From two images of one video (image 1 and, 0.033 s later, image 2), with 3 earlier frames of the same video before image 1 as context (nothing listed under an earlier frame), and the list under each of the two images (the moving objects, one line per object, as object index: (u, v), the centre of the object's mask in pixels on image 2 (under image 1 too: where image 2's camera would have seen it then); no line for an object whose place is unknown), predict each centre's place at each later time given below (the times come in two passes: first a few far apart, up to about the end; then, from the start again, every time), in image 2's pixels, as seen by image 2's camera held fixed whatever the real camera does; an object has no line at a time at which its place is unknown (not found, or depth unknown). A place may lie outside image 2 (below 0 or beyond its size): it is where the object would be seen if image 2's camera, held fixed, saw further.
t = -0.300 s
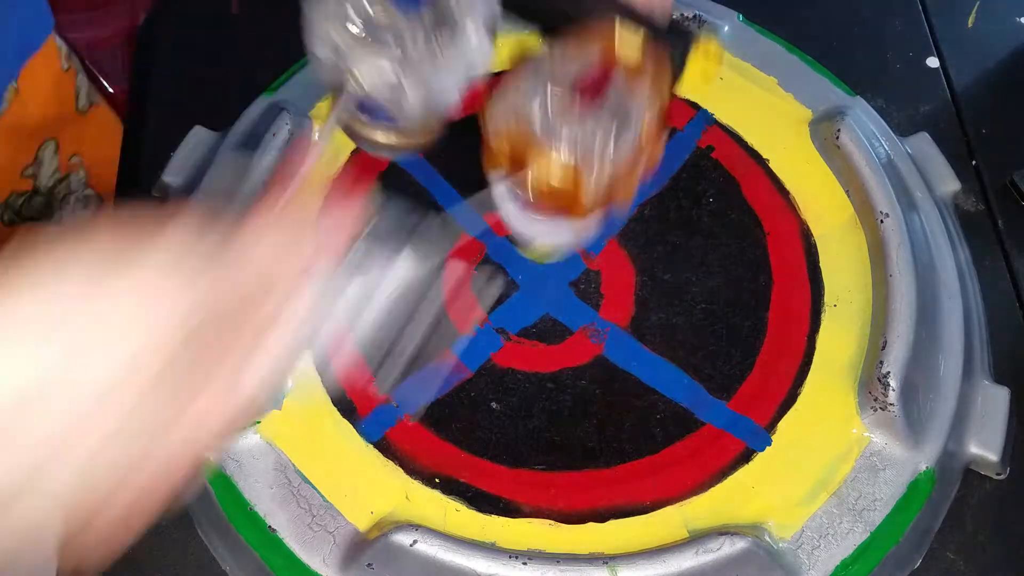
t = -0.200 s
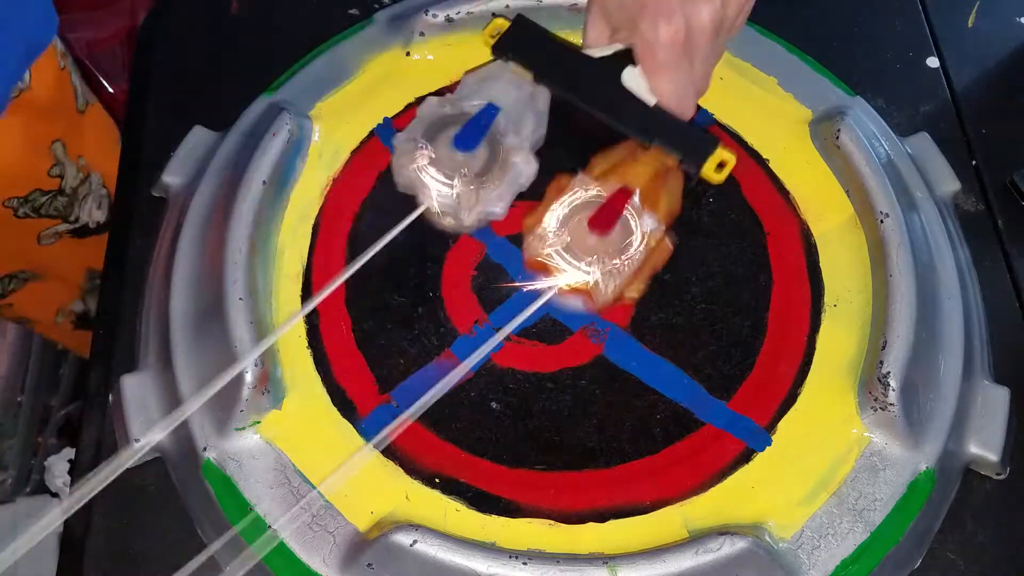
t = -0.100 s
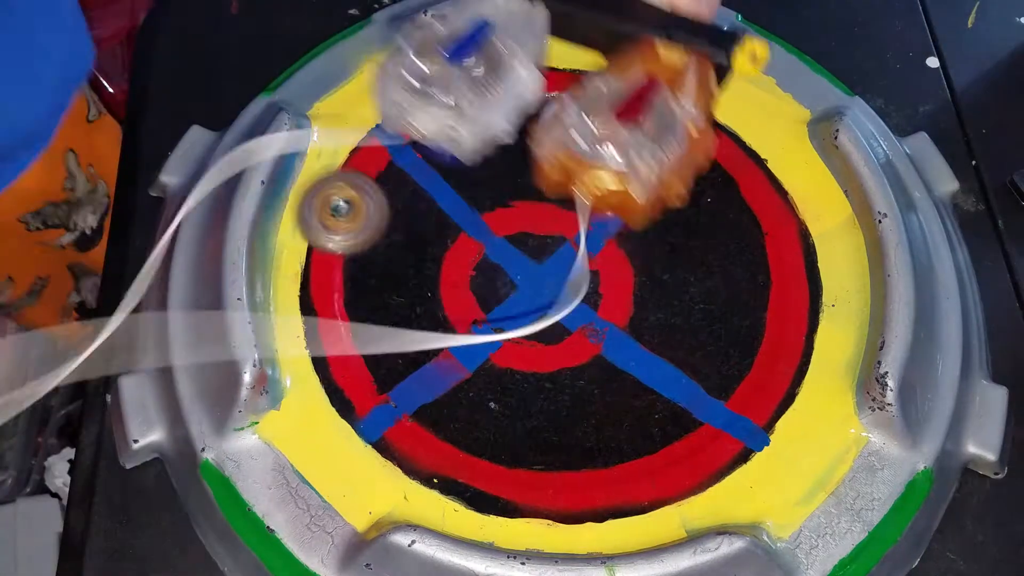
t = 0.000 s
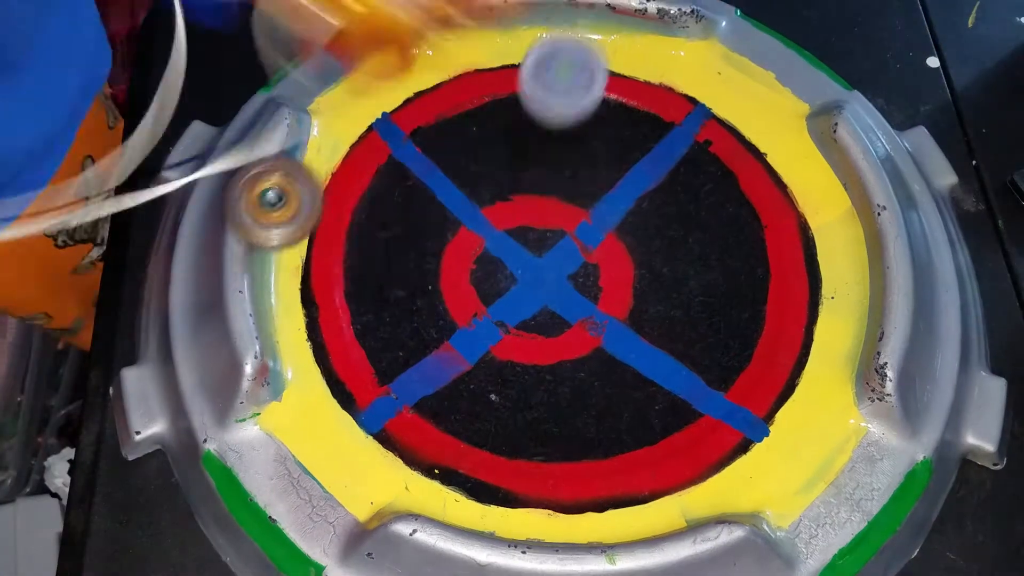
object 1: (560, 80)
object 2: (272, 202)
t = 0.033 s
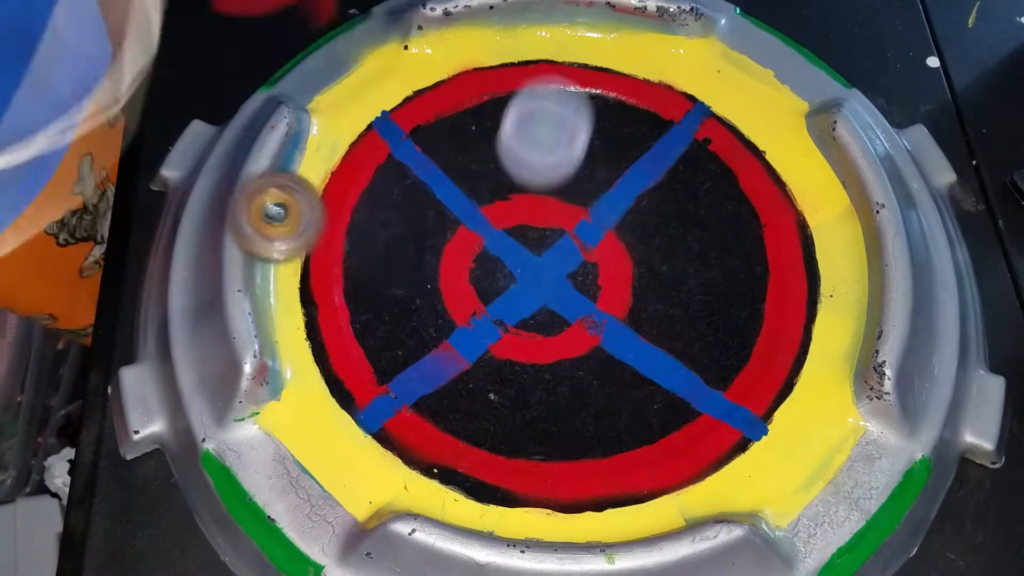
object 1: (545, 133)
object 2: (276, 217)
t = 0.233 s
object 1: (497, 431)
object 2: (388, 256)
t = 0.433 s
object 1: (613, 470)
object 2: (465, 268)
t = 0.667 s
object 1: (776, 394)
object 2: (513, 287)
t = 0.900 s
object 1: (746, 245)
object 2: (531, 307)
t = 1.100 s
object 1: (573, 204)
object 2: (544, 319)
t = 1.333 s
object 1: (428, 261)
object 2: (566, 340)
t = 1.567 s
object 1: (412, 360)
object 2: (589, 352)
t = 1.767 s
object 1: (513, 393)
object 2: (607, 350)
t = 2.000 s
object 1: (522, 348)
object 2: (661, 302)
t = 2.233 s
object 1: (500, 283)
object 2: (666, 278)
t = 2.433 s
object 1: (485, 259)
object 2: (666, 254)
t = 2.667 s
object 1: (450, 244)
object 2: (643, 232)
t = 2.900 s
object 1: (458, 253)
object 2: (611, 213)
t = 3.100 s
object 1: (503, 252)
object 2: (581, 210)
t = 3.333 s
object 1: (487, 285)
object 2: (604, 204)
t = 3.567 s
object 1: (545, 303)
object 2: (567, 220)
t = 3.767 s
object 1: (572, 308)
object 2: (553, 214)
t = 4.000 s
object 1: (570, 318)
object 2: (541, 215)
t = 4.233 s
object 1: (569, 332)
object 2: (524, 230)
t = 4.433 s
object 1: (561, 323)
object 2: (521, 248)
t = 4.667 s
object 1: (569, 322)
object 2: (517, 250)
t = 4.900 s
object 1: (588, 331)
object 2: (528, 239)
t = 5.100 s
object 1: (648, 392)
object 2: (499, 192)
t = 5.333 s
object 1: (739, 430)
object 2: (486, 133)
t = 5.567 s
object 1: (743, 415)
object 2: (515, 149)
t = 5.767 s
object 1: (698, 362)
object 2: (536, 180)
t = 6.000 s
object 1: (623, 293)
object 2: (552, 216)
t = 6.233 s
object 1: (606, 288)
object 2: (529, 214)
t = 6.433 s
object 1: (611, 301)
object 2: (517, 203)
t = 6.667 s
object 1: (613, 291)
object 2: (530, 215)
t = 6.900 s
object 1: (607, 299)
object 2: (524, 216)
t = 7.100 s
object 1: (587, 303)
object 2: (531, 222)
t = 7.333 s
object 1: (576, 311)
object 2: (549, 228)
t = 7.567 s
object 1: (578, 338)
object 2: (559, 221)
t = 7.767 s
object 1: (573, 348)
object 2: (570, 231)
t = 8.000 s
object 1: (563, 333)
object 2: (577, 247)
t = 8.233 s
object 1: (552, 360)
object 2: (575, 233)
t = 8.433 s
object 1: (538, 345)
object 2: (576, 236)
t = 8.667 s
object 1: (515, 314)
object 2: (576, 245)
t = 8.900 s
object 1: (494, 305)
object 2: (571, 258)
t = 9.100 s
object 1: (464, 307)
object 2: (578, 258)
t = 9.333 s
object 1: (473, 297)
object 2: (578, 265)
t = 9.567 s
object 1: (478, 283)
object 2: (578, 267)
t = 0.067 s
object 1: (525, 203)
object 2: (301, 234)
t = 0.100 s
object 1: (509, 267)
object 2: (323, 243)
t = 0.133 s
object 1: (499, 311)
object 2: (337, 242)
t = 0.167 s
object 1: (489, 364)
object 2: (353, 252)
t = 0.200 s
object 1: (490, 400)
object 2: (372, 257)
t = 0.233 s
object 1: (497, 431)
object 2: (388, 256)
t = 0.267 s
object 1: (511, 451)
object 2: (405, 260)
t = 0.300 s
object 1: (528, 460)
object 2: (420, 258)
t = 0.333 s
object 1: (548, 469)
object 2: (434, 261)
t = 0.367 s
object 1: (570, 473)
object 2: (446, 262)
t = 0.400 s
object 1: (591, 473)
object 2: (456, 265)
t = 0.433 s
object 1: (613, 470)
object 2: (465, 268)
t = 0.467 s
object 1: (638, 466)
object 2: (472, 270)
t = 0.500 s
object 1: (663, 459)
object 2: (480, 274)
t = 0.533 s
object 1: (689, 449)
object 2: (487, 276)
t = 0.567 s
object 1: (713, 437)
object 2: (494, 279)
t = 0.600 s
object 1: (737, 425)
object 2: (502, 282)
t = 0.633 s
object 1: (758, 410)
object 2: (508, 285)
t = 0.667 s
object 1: (776, 394)
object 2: (513, 287)
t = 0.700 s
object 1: (790, 373)
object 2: (517, 290)
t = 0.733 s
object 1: (797, 351)
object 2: (520, 292)
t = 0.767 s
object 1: (798, 329)
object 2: (522, 295)
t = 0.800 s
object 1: (795, 307)
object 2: (524, 298)
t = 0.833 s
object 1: (785, 286)
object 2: (527, 301)
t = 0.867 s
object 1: (768, 265)
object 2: (529, 304)
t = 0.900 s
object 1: (746, 245)
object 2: (531, 307)
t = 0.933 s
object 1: (721, 228)
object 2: (533, 310)
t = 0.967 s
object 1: (693, 214)
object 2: (535, 313)
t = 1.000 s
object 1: (664, 206)
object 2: (537, 315)
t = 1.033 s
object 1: (633, 200)
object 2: (540, 316)
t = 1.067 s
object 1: (603, 200)
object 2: (542, 317)
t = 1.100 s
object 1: (573, 204)
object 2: (544, 319)
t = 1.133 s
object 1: (544, 211)
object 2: (545, 319)
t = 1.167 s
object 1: (518, 222)
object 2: (545, 319)
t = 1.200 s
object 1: (497, 235)
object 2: (544, 318)
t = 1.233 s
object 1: (481, 249)
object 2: (542, 317)
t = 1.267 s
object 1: (466, 258)
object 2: (550, 324)
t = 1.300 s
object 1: (444, 257)
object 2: (560, 333)
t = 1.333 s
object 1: (428, 261)
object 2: (566, 340)
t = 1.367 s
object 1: (415, 269)
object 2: (570, 343)
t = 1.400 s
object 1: (406, 281)
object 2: (574, 345)
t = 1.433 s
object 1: (398, 295)
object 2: (578, 347)
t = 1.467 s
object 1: (395, 310)
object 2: (581, 349)
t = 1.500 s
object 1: (396, 327)
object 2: (583, 351)
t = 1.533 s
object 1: (402, 344)
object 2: (586, 352)
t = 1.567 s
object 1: (412, 360)
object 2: (589, 352)
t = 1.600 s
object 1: (429, 374)
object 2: (593, 353)
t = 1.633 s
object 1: (446, 384)
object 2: (595, 354)
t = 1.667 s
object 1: (466, 394)
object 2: (597, 354)
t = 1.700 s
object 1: (486, 398)
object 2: (599, 353)
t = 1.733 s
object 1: (504, 397)
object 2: (601, 353)
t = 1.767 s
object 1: (513, 393)
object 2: (607, 350)
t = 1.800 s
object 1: (511, 393)
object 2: (623, 340)
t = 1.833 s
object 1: (515, 394)
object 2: (635, 331)
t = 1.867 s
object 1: (519, 391)
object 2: (644, 323)
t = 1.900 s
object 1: (521, 383)
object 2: (650, 316)
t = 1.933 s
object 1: (522, 372)
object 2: (655, 311)
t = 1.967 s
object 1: (522, 360)
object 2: (658, 306)
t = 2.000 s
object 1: (522, 348)
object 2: (661, 302)
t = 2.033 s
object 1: (521, 337)
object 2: (663, 299)
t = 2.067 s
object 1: (518, 326)
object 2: (665, 295)
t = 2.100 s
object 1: (515, 316)
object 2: (666, 292)
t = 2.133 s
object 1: (511, 307)
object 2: (666, 288)
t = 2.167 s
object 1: (507, 297)
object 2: (665, 285)
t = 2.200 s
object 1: (502, 289)
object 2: (665, 281)
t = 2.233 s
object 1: (500, 283)
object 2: (666, 278)
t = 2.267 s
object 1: (500, 278)
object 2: (668, 274)
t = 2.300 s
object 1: (497, 273)
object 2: (669, 269)
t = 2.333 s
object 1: (496, 270)
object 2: (669, 266)
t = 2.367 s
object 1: (494, 267)
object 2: (669, 262)
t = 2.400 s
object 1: (491, 264)
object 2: (668, 258)
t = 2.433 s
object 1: (485, 259)
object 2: (666, 254)
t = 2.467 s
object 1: (478, 254)
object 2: (663, 250)
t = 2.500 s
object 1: (473, 251)
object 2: (661, 246)
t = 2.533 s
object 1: (469, 250)
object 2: (658, 243)
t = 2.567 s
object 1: (464, 248)
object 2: (655, 240)
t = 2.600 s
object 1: (459, 245)
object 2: (651, 238)
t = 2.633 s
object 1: (454, 244)
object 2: (647, 235)
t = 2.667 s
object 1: (450, 244)
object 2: (643, 232)
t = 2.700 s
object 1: (445, 244)
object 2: (639, 229)
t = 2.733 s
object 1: (442, 245)
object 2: (634, 225)
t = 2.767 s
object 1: (442, 246)
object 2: (630, 222)
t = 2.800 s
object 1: (445, 248)
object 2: (626, 219)
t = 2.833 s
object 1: (448, 249)
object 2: (621, 217)
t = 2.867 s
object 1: (453, 250)
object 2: (616, 215)
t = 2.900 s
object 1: (458, 253)
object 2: (611, 213)
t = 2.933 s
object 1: (464, 255)
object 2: (606, 211)
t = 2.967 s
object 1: (469, 256)
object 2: (601, 210)
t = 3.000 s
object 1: (476, 256)
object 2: (597, 209)
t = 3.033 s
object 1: (484, 257)
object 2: (592, 210)
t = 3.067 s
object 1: (494, 255)
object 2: (586, 210)
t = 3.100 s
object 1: (503, 252)
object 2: (581, 210)
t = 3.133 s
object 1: (486, 255)
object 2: (594, 203)
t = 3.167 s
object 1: (473, 260)
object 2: (605, 197)
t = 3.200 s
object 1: (469, 266)
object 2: (610, 195)
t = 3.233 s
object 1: (470, 273)
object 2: (612, 196)
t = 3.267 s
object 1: (473, 278)
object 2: (611, 197)
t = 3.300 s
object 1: (479, 283)
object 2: (609, 200)
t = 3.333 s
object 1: (487, 285)
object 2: (604, 204)
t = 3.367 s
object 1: (497, 286)
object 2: (598, 208)
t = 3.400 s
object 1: (507, 287)
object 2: (591, 212)
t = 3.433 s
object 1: (516, 286)
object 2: (583, 216)
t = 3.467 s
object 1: (524, 288)
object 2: (576, 219)
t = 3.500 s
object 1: (527, 297)
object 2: (574, 216)
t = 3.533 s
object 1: (534, 302)
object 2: (572, 217)
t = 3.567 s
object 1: (545, 303)
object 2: (567, 220)
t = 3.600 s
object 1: (556, 304)
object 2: (563, 220)
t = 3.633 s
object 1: (562, 312)
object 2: (562, 213)
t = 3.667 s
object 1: (566, 316)
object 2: (560, 211)
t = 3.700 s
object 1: (569, 316)
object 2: (559, 211)
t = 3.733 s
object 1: (570, 313)
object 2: (556, 212)
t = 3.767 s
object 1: (572, 308)
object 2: (553, 214)
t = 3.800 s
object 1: (575, 302)
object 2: (550, 216)
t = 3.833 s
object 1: (575, 298)
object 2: (548, 217)
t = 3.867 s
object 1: (576, 300)
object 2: (545, 217)
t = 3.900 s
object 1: (575, 310)
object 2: (544, 210)
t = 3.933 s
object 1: (575, 315)
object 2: (542, 209)
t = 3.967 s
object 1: (574, 317)
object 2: (542, 212)
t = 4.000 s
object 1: (570, 318)
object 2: (541, 215)
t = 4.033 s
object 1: (568, 321)
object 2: (539, 217)
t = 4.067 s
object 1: (567, 324)
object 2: (537, 219)
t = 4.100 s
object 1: (568, 327)
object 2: (535, 222)
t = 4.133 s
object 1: (568, 329)
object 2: (533, 224)
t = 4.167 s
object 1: (568, 331)
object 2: (530, 225)
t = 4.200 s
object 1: (568, 332)
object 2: (527, 227)
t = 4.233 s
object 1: (569, 332)
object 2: (524, 230)
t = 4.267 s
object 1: (570, 332)
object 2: (522, 233)
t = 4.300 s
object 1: (570, 331)
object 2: (521, 236)
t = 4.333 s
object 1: (569, 329)
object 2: (521, 240)
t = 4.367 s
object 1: (567, 327)
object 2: (521, 243)
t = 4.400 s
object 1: (564, 325)
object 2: (522, 245)
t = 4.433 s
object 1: (561, 323)
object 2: (521, 248)
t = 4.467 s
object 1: (565, 327)
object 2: (517, 245)
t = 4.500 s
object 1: (567, 330)
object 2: (516, 244)
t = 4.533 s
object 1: (568, 331)
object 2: (516, 245)
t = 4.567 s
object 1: (568, 332)
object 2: (517, 247)
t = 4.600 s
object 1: (569, 329)
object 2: (517, 249)
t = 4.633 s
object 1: (569, 326)
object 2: (517, 250)
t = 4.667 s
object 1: (569, 322)
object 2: (517, 250)
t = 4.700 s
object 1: (570, 323)
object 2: (517, 247)
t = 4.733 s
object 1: (576, 330)
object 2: (514, 236)
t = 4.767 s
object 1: (579, 333)
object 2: (515, 232)
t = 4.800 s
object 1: (581, 334)
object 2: (517, 232)
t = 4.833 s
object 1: (584, 333)
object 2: (520, 234)
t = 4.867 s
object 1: (586, 333)
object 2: (523, 236)
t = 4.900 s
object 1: (588, 331)
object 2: (528, 239)
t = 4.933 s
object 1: (589, 328)
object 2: (531, 242)
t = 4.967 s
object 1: (590, 325)
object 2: (534, 245)
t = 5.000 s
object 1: (591, 322)
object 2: (537, 248)
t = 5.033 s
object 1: (591, 324)
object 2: (539, 250)
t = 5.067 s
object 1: (620, 361)
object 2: (518, 221)
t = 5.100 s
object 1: (648, 392)
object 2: (499, 192)
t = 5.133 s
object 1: (671, 415)
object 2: (485, 168)
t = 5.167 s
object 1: (690, 424)
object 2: (476, 152)
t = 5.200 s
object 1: (705, 426)
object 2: (472, 142)
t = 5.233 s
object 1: (716, 428)
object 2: (473, 137)
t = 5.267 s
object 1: (726, 429)
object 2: (477, 135)
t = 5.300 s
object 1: (733, 430)
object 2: (482, 133)
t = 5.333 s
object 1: (739, 430)
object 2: (486, 133)
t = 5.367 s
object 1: (742, 429)
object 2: (490, 133)
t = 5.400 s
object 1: (744, 428)
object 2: (494, 135)
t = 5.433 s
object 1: (746, 426)
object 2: (499, 137)
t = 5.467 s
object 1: (747, 425)
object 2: (504, 140)
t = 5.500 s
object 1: (747, 423)
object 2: (508, 142)
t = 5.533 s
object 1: (746, 419)
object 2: (512, 145)
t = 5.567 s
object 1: (743, 415)
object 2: (515, 149)
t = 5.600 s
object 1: (738, 410)
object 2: (518, 153)
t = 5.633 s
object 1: (732, 405)
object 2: (523, 159)
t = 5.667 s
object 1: (725, 399)
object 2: (526, 164)
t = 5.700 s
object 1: (718, 390)
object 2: (530, 169)
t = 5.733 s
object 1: (707, 376)
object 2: (533, 174)
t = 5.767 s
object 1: (698, 362)
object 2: (536, 180)
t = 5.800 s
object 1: (690, 349)
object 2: (538, 186)
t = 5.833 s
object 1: (682, 338)
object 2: (541, 191)
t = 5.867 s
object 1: (671, 328)
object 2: (544, 196)
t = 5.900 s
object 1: (661, 318)
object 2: (547, 201)
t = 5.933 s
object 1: (648, 309)
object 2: (548, 205)
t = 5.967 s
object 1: (636, 301)
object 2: (550, 211)
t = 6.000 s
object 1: (623, 293)
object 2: (552, 216)
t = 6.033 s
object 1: (613, 286)
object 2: (555, 220)
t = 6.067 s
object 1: (615, 289)
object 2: (547, 216)
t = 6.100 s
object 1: (612, 288)
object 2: (543, 215)
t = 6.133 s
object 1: (606, 285)
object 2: (542, 216)
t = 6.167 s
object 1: (603, 284)
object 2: (539, 217)
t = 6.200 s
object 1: (606, 287)
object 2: (533, 214)
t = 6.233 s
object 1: (606, 288)
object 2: (529, 214)
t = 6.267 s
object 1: (605, 286)
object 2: (529, 215)
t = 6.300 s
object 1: (602, 283)
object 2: (531, 217)
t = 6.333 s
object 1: (598, 280)
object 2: (531, 218)
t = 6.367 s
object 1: (603, 290)
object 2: (524, 211)
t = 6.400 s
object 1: (608, 298)
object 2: (518, 205)
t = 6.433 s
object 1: (611, 301)
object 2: (517, 203)
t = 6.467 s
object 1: (612, 302)
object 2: (518, 204)
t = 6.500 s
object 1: (614, 302)
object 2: (521, 206)
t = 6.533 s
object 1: (615, 300)
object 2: (523, 207)
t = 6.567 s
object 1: (615, 297)
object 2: (525, 209)
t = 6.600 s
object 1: (615, 295)
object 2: (526, 211)
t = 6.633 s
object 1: (614, 292)
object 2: (528, 213)
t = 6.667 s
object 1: (613, 291)
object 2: (530, 215)
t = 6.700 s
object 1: (610, 289)
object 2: (531, 217)
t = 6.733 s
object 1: (606, 287)
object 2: (532, 220)
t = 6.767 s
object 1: (601, 285)
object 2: (533, 222)
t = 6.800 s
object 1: (603, 289)
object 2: (528, 220)
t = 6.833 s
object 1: (605, 294)
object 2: (525, 217)
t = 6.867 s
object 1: (607, 297)
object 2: (524, 216)
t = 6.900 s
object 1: (607, 299)
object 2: (524, 216)
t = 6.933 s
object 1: (606, 300)
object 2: (525, 217)
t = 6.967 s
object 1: (604, 300)
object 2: (526, 217)
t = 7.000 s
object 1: (602, 301)
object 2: (527, 218)
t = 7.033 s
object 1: (599, 303)
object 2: (529, 219)
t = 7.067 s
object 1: (593, 303)
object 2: (530, 220)
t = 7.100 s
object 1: (587, 303)
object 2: (531, 222)
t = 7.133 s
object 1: (584, 301)
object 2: (533, 224)
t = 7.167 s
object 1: (581, 302)
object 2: (535, 227)
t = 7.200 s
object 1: (578, 305)
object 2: (536, 225)
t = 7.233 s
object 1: (576, 308)
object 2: (539, 224)
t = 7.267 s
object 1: (575, 311)
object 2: (542, 224)
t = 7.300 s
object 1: (574, 312)
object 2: (545, 226)
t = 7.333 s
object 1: (576, 311)
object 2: (549, 228)
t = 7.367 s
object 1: (576, 311)
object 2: (552, 231)
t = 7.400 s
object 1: (578, 318)
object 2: (552, 224)
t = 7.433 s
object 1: (581, 324)
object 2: (552, 219)
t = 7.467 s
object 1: (580, 328)
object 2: (553, 218)
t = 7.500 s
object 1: (580, 333)
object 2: (556, 219)
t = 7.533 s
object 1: (579, 336)
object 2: (557, 220)
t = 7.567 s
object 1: (578, 338)
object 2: (559, 221)
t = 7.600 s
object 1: (576, 340)
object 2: (561, 222)
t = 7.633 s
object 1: (575, 342)
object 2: (562, 223)
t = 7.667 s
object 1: (573, 343)
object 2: (563, 225)
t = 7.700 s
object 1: (573, 345)
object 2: (565, 227)
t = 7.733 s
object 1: (573, 347)
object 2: (567, 229)
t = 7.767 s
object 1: (573, 348)
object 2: (570, 231)
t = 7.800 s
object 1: (571, 348)
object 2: (571, 234)
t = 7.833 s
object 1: (569, 346)
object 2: (573, 237)
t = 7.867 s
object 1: (568, 343)
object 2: (575, 240)
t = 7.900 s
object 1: (567, 338)
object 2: (576, 243)
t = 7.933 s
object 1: (566, 333)
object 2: (578, 247)
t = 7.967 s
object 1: (565, 331)
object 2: (577, 249)
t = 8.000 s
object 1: (563, 333)
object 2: (577, 247)
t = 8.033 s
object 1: (561, 332)
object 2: (576, 248)
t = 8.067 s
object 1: (559, 331)
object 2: (576, 249)
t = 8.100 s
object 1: (555, 343)
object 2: (575, 241)
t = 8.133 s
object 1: (553, 350)
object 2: (574, 233)
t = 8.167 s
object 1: (554, 355)
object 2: (574, 232)
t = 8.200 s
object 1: (554, 358)
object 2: (575, 232)
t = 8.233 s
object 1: (552, 360)
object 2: (575, 233)
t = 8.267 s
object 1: (551, 359)
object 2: (577, 233)
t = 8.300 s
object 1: (549, 356)
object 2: (576, 234)
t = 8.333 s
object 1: (546, 354)
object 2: (577, 236)
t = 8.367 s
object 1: (543, 351)
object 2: (576, 237)
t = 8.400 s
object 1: (540, 348)
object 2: (576, 236)
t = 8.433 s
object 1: (538, 345)
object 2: (576, 236)
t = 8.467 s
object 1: (535, 340)
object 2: (576, 236)
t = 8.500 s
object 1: (533, 336)
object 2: (575, 237)
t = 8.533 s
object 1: (529, 331)
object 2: (575, 238)
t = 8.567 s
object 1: (528, 326)
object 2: (574, 241)
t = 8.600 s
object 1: (525, 321)
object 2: (574, 244)
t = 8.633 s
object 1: (522, 315)
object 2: (573, 247)
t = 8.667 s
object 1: (515, 314)
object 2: (576, 245)
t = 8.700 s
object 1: (508, 312)
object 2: (577, 246)
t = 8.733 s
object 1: (504, 311)
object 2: (577, 248)
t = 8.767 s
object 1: (502, 310)
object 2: (576, 251)
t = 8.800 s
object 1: (501, 308)
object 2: (574, 253)
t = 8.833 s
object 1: (500, 307)
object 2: (572, 254)
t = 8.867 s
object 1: (496, 306)
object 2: (573, 256)
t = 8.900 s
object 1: (494, 305)
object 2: (571, 258)
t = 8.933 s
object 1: (490, 304)
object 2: (570, 260)
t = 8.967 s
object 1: (488, 302)
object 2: (569, 261)
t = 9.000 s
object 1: (485, 301)
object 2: (569, 261)
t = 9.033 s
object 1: (474, 305)
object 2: (575, 258)
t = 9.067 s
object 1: (468, 307)
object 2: (578, 257)
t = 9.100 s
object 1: (464, 307)
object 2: (578, 258)
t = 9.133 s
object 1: (462, 306)
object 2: (579, 258)
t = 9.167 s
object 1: (462, 305)
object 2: (580, 259)
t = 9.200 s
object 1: (464, 304)
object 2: (579, 260)
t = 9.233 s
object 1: (466, 303)
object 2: (579, 262)
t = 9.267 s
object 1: (468, 301)
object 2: (578, 263)
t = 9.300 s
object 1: (470, 298)
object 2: (578, 264)
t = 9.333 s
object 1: (473, 297)
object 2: (578, 265)
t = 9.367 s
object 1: (476, 296)
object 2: (578, 266)
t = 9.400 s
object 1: (480, 294)
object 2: (577, 267)
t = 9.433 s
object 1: (484, 293)
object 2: (576, 269)
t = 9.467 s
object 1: (484, 290)
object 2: (577, 268)
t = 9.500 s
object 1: (480, 287)
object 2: (578, 267)
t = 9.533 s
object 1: (477, 286)
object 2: (578, 267)
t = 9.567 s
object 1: (478, 283)
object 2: (578, 267)
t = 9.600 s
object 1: (481, 280)
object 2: (579, 267)
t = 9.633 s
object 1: (483, 278)
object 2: (580, 267)
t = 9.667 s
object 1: (480, 276)
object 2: (586, 267)
